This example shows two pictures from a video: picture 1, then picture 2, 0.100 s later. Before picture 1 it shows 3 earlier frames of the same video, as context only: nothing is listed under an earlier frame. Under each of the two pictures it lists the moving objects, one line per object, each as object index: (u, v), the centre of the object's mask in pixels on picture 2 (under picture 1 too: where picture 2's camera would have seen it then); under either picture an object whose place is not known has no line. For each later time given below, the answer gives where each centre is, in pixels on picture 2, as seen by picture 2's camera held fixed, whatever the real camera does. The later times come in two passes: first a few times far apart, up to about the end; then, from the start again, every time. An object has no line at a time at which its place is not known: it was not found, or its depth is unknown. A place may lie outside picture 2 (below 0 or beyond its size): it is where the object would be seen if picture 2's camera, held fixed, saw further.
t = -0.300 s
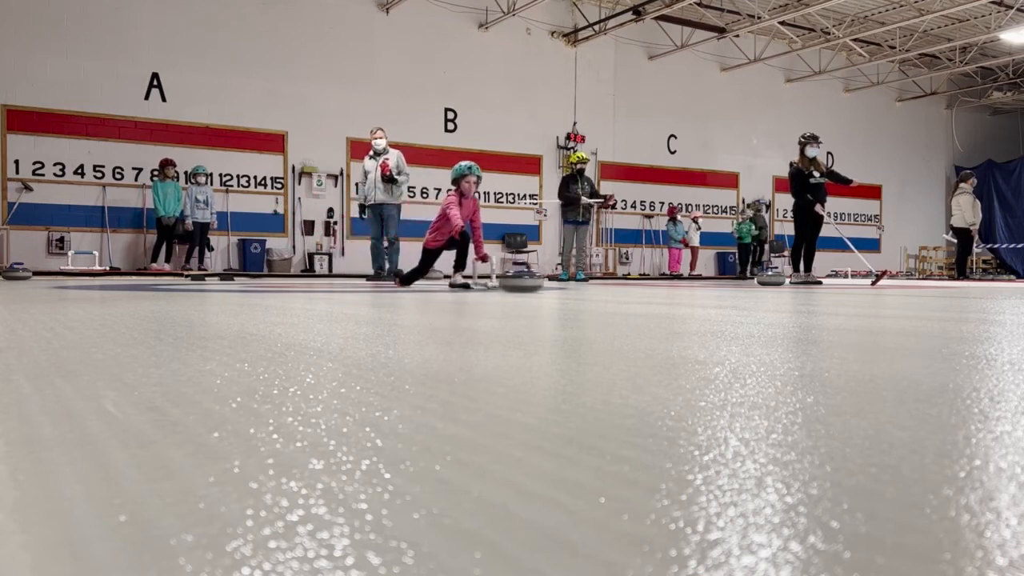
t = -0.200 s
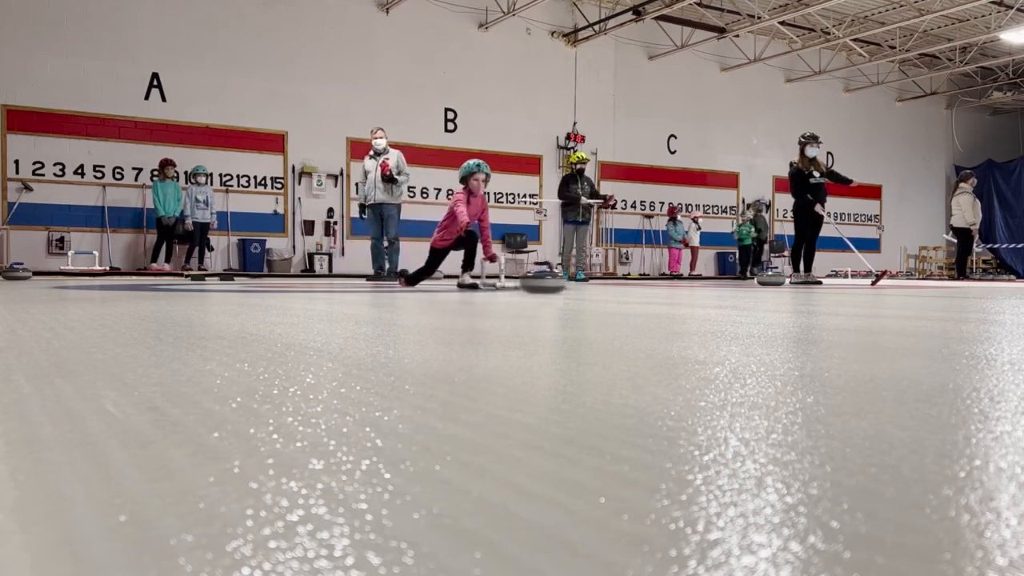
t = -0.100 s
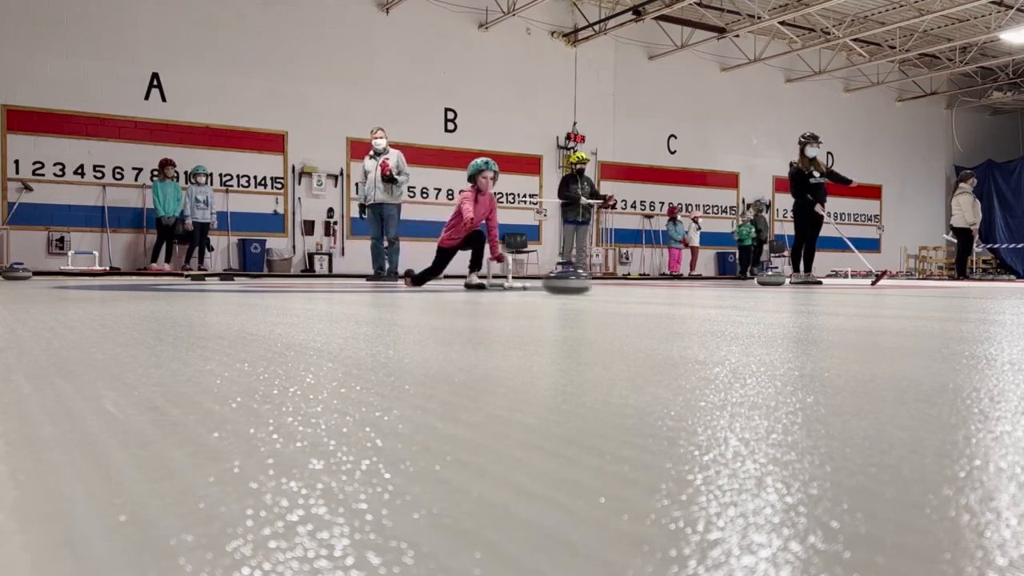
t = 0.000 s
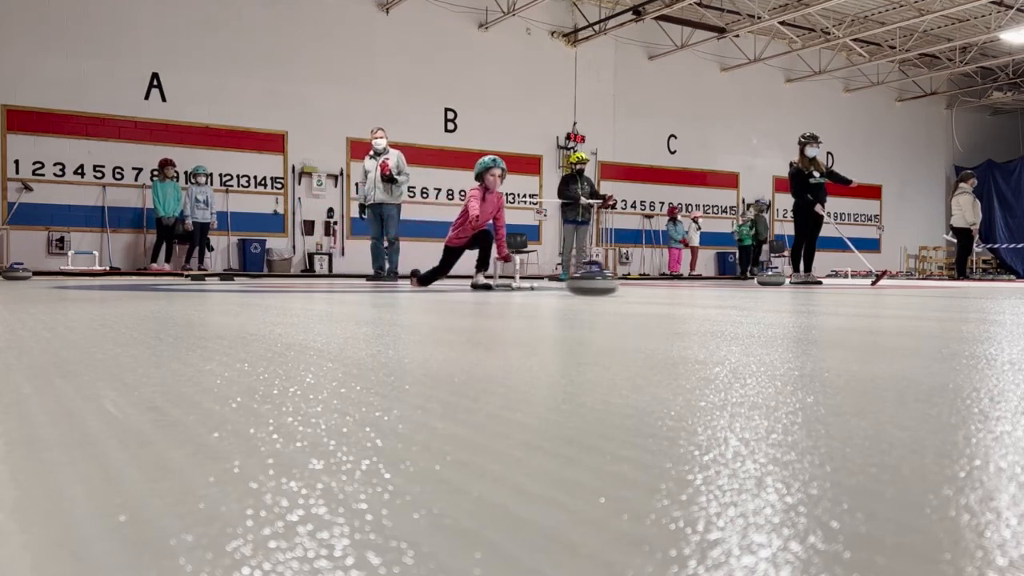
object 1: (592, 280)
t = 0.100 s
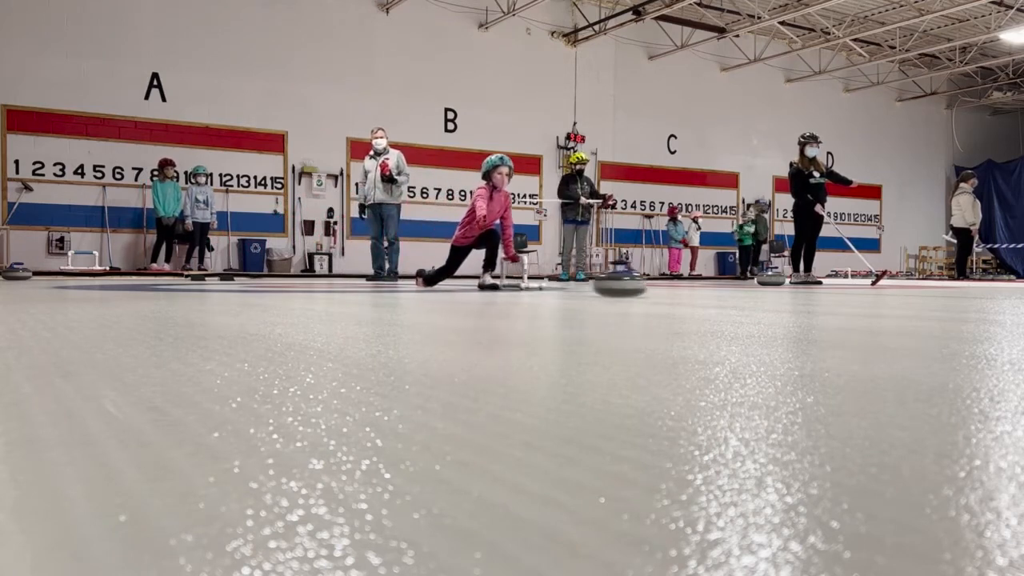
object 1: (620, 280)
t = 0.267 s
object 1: (671, 282)
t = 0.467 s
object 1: (745, 283)
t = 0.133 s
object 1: (629, 280)
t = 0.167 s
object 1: (639, 281)
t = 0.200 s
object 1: (650, 281)
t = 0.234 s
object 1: (660, 282)
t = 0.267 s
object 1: (671, 282)
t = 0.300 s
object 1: (682, 282)
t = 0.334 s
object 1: (694, 282)
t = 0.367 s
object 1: (706, 282)
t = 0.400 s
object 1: (718, 283)
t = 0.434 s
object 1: (731, 284)
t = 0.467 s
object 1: (745, 283)
